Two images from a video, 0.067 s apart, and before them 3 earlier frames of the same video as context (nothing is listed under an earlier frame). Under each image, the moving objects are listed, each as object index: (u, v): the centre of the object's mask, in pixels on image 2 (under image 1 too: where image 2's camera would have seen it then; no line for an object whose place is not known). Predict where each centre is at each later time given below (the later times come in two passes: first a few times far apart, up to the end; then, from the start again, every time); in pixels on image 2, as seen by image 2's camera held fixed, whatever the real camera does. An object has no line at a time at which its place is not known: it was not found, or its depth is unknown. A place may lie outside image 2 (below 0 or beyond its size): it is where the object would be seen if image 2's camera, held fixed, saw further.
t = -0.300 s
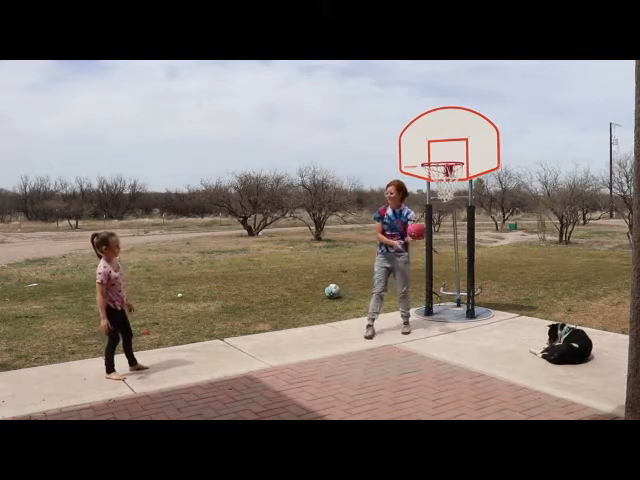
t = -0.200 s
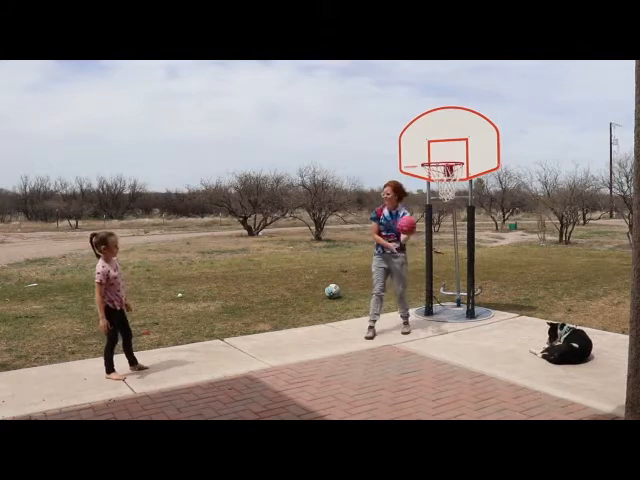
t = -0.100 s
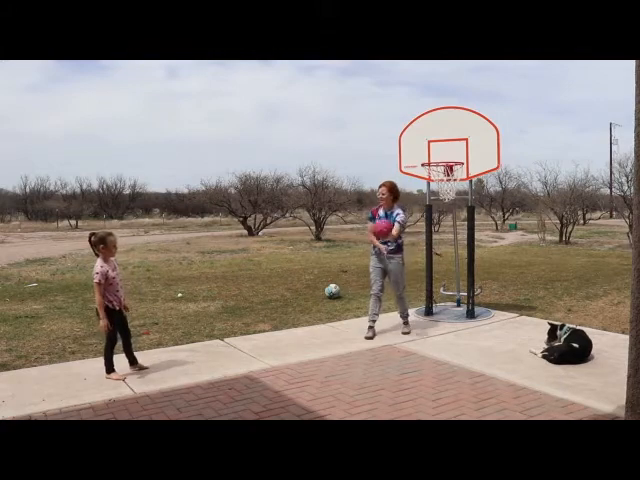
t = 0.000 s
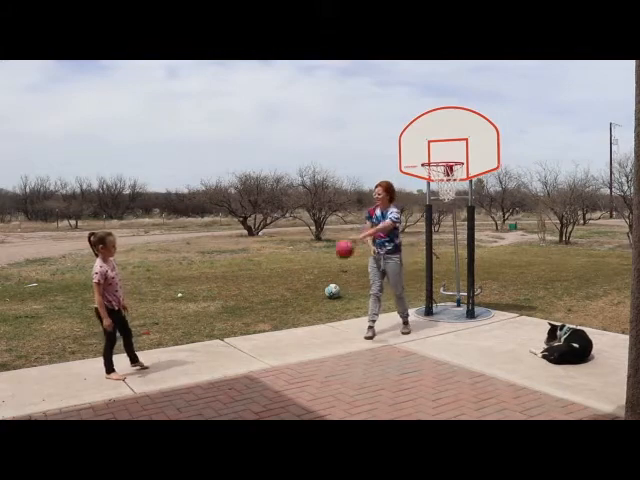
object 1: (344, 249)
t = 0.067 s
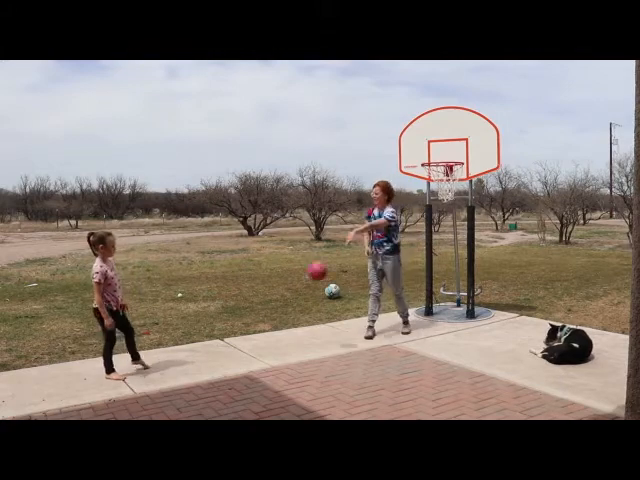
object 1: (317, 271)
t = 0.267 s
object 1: (239, 344)
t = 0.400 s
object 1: (198, 299)
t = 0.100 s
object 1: (304, 284)
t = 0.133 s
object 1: (290, 298)
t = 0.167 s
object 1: (276, 313)
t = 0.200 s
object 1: (263, 331)
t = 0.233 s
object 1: (249, 350)
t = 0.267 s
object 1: (239, 344)
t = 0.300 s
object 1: (229, 330)
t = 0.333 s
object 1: (218, 319)
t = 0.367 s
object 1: (208, 309)
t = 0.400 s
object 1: (198, 299)
